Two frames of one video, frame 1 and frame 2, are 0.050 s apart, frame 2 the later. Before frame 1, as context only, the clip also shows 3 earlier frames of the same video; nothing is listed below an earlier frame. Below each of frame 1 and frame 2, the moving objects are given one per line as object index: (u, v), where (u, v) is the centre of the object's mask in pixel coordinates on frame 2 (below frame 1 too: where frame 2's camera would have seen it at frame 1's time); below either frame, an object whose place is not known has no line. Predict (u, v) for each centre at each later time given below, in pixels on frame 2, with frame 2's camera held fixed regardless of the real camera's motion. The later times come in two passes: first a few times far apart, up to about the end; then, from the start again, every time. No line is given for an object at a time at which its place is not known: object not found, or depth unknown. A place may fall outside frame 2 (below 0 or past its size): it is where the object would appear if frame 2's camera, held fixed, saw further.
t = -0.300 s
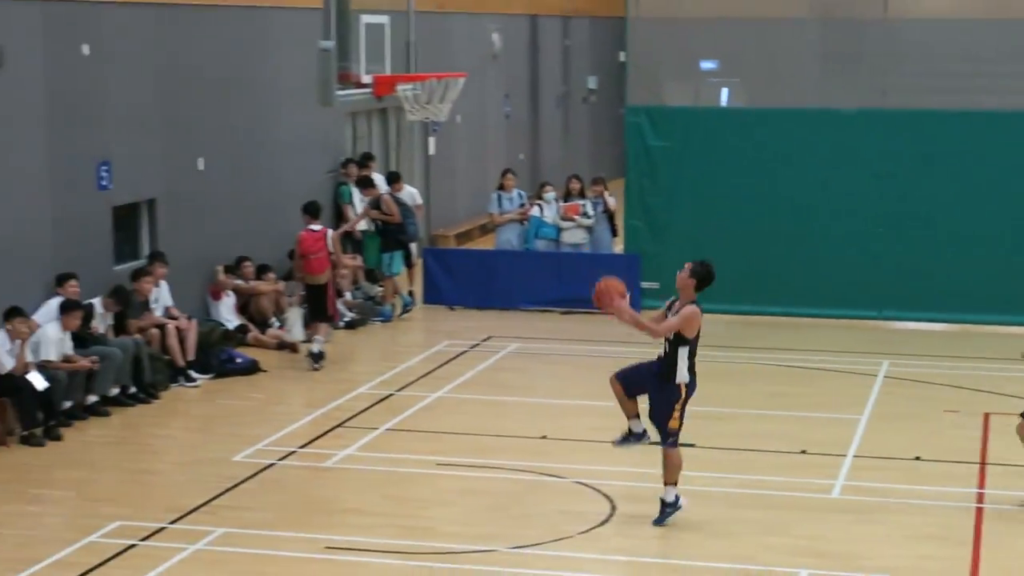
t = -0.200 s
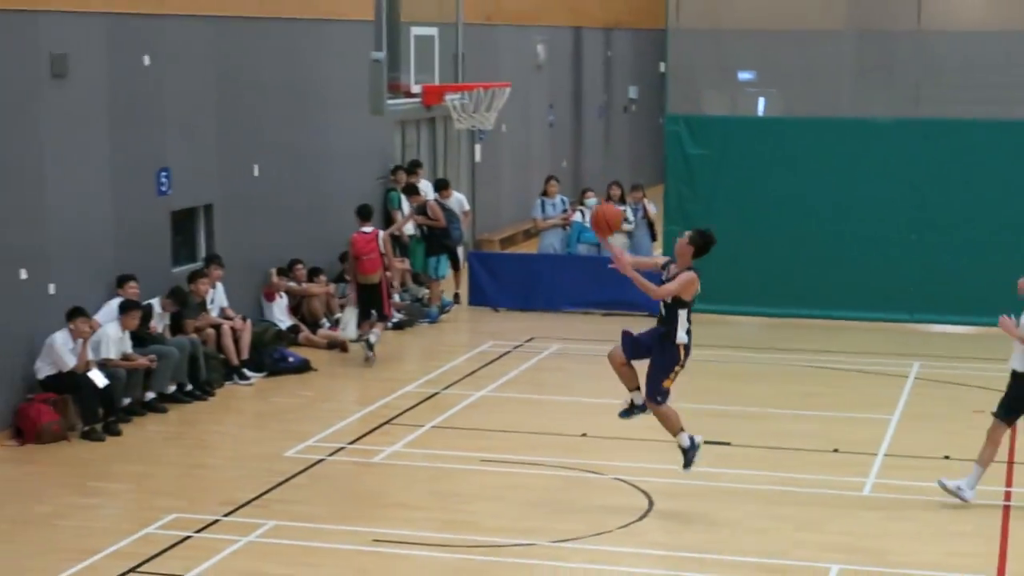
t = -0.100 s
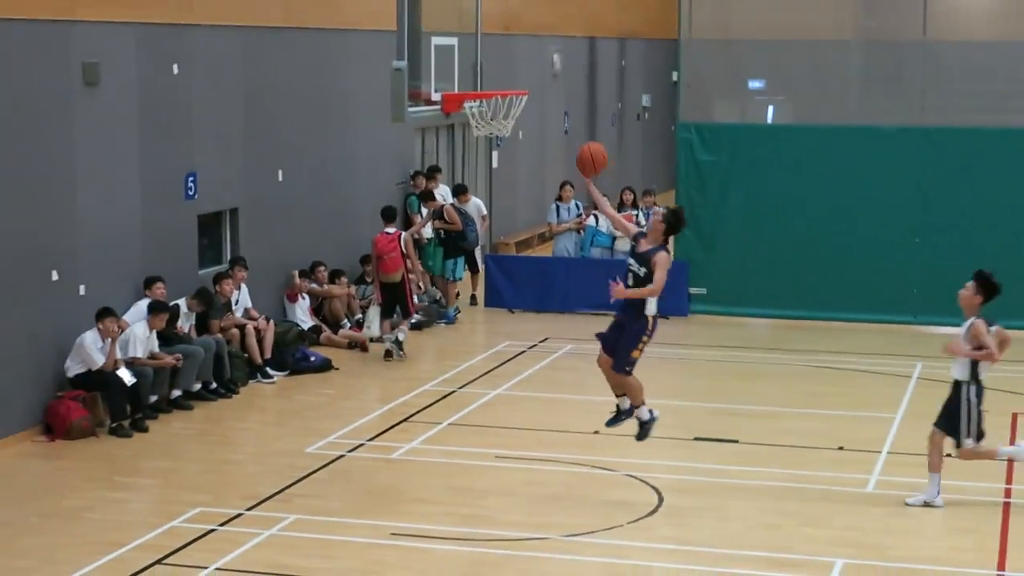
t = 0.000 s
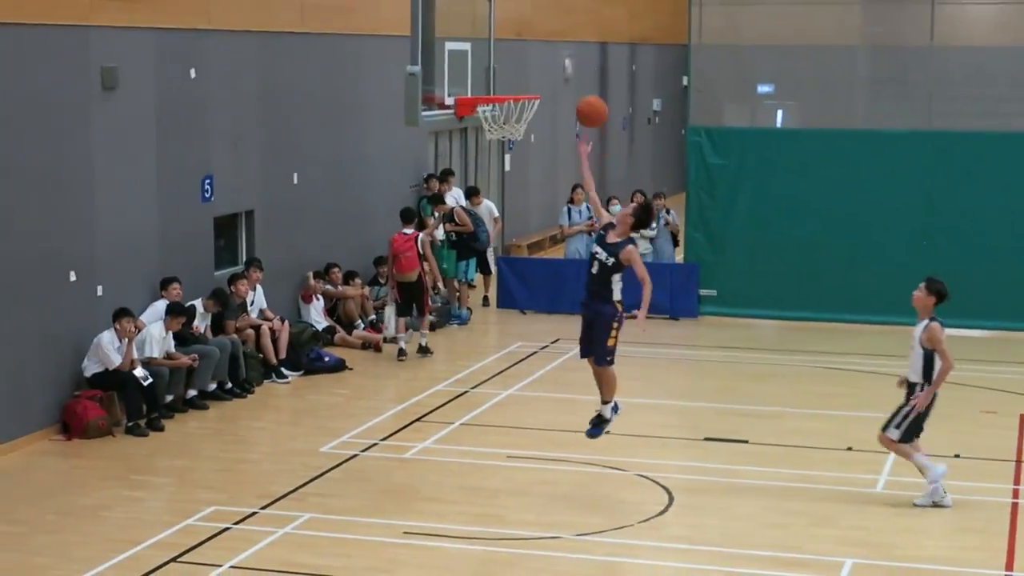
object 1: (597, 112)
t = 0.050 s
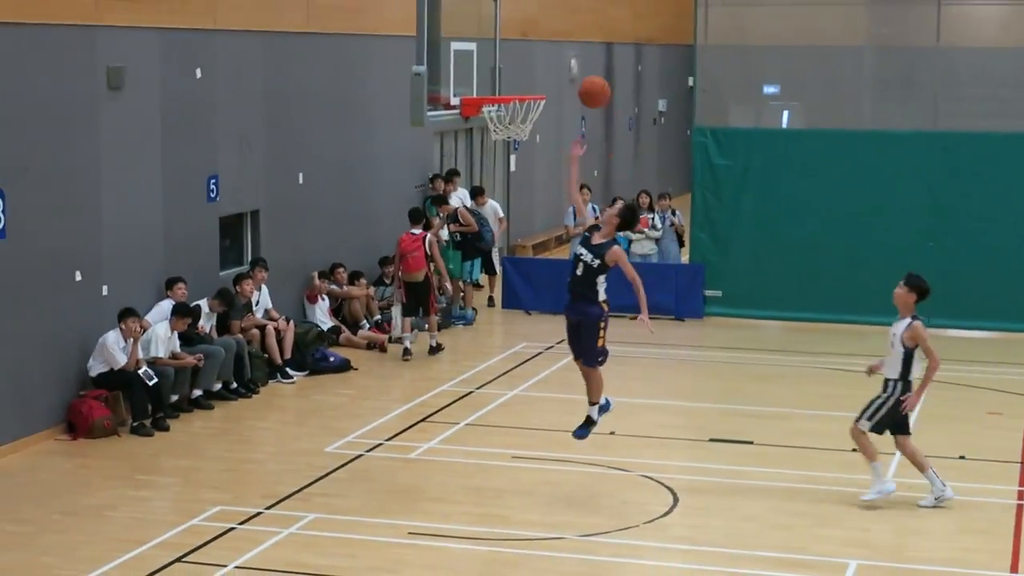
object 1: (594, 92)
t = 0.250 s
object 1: (580, 44)
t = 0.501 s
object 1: (564, 58)
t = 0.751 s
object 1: (579, 89)
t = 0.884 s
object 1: (600, 117)
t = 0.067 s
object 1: (593, 86)
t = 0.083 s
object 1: (592, 80)
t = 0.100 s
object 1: (591, 75)
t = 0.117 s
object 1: (590, 70)
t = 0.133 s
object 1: (588, 65)
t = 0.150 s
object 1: (588, 61)
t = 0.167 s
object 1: (586, 57)
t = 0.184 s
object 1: (585, 53)
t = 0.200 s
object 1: (584, 51)
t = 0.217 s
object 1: (583, 48)
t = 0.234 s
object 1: (581, 46)
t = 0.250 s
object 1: (580, 44)
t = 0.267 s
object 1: (579, 42)
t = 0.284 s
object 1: (578, 41)
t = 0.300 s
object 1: (577, 41)
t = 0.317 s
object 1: (576, 40)
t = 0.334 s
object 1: (575, 40)
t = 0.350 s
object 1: (573, 40)
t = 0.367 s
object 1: (572, 41)
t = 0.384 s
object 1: (571, 41)
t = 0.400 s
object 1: (570, 42)
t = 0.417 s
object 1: (569, 44)
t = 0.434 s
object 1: (568, 46)
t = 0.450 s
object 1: (567, 48)
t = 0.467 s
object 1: (566, 52)
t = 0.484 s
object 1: (565, 54)
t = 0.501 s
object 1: (564, 58)
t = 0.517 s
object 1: (562, 62)
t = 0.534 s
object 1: (561, 66)
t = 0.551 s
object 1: (560, 70)
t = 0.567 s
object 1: (559, 75)
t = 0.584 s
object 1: (558, 80)
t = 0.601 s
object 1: (557, 85)
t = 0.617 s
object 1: (559, 84)
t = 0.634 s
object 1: (561, 84)
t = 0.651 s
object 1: (564, 83)
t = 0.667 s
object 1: (567, 84)
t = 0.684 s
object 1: (570, 84)
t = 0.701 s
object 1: (571, 85)
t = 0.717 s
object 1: (574, 87)
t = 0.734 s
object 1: (576, 88)
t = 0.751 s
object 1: (579, 89)
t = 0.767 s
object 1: (582, 91)
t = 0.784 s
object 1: (585, 94)
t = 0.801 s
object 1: (588, 97)
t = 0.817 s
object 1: (590, 100)
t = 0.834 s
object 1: (593, 104)
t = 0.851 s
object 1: (595, 108)
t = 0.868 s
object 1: (598, 113)
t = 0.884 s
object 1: (600, 117)
